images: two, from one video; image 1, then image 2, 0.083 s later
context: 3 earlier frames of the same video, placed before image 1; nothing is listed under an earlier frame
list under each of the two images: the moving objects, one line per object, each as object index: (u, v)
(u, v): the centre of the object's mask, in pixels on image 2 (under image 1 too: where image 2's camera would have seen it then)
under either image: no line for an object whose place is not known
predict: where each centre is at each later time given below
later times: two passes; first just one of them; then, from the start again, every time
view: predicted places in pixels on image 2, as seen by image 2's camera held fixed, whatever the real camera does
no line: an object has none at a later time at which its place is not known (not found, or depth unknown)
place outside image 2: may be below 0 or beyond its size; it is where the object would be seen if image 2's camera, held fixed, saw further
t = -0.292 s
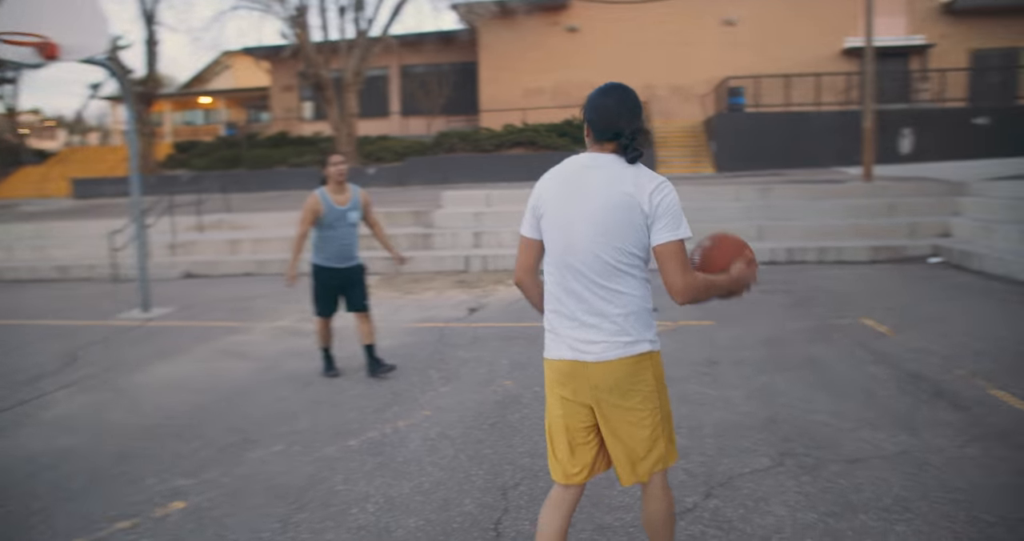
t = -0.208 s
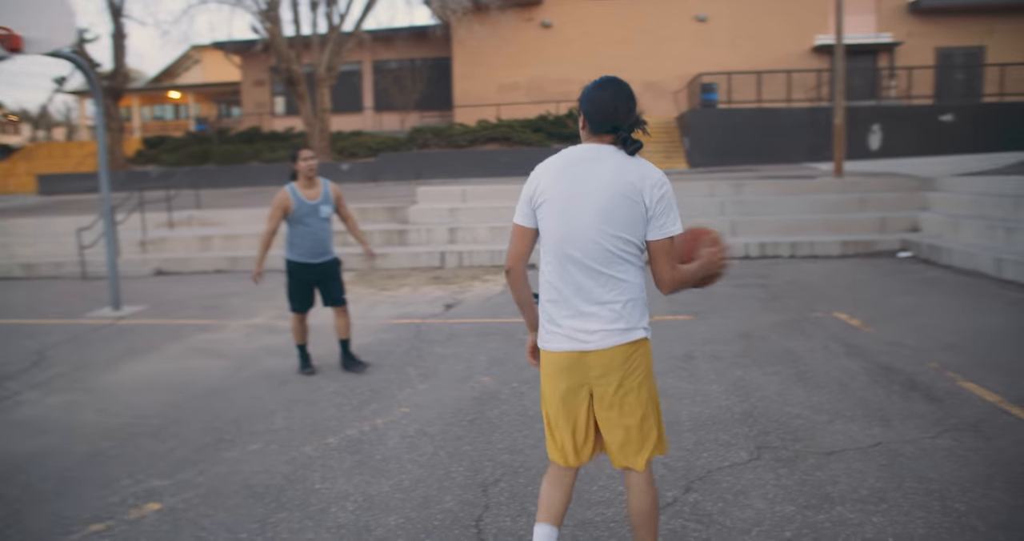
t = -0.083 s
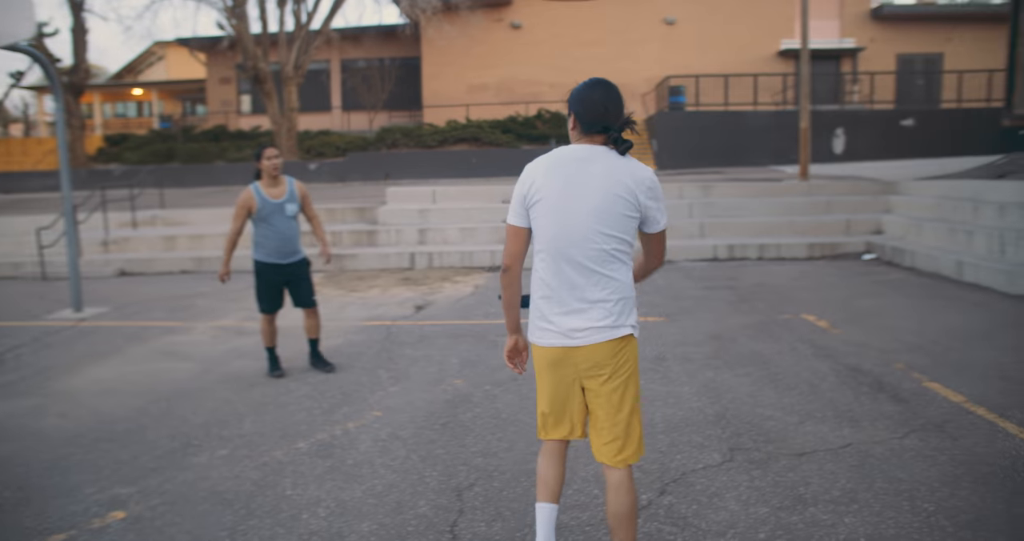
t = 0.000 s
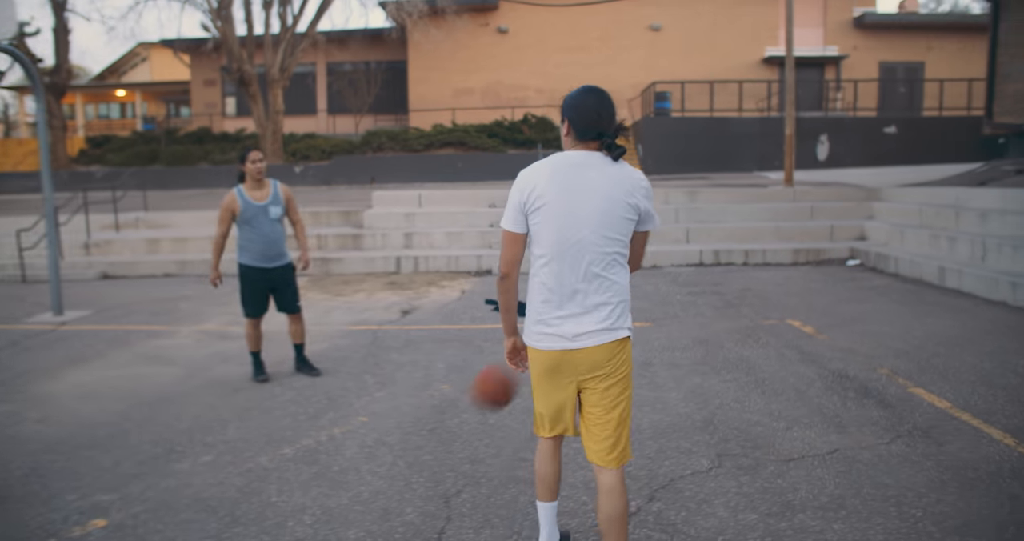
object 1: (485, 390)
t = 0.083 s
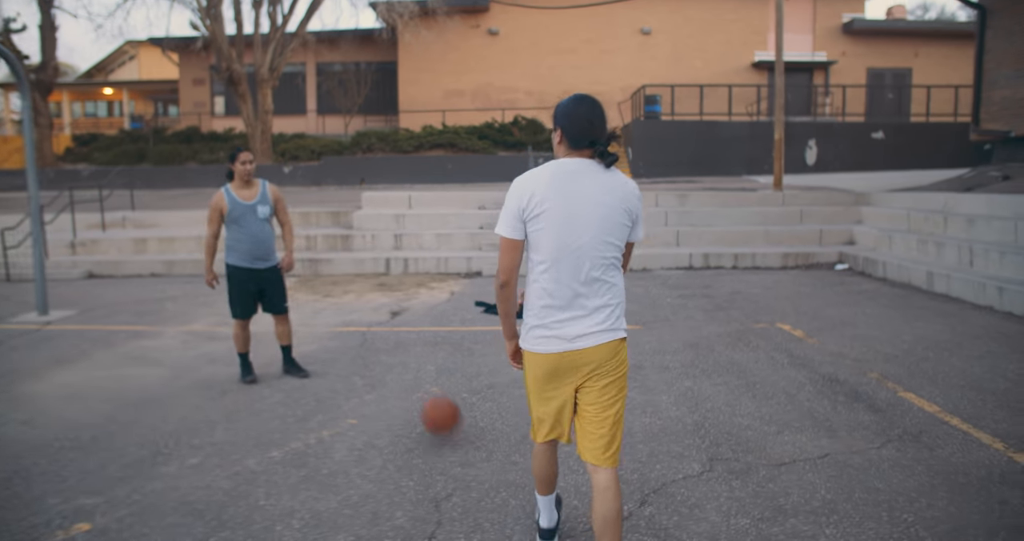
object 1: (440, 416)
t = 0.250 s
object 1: (397, 306)
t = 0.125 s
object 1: (429, 382)
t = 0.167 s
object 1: (417, 353)
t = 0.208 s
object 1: (406, 328)
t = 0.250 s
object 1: (397, 306)
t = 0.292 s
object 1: (386, 287)
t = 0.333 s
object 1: (378, 273)
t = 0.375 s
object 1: (368, 260)
